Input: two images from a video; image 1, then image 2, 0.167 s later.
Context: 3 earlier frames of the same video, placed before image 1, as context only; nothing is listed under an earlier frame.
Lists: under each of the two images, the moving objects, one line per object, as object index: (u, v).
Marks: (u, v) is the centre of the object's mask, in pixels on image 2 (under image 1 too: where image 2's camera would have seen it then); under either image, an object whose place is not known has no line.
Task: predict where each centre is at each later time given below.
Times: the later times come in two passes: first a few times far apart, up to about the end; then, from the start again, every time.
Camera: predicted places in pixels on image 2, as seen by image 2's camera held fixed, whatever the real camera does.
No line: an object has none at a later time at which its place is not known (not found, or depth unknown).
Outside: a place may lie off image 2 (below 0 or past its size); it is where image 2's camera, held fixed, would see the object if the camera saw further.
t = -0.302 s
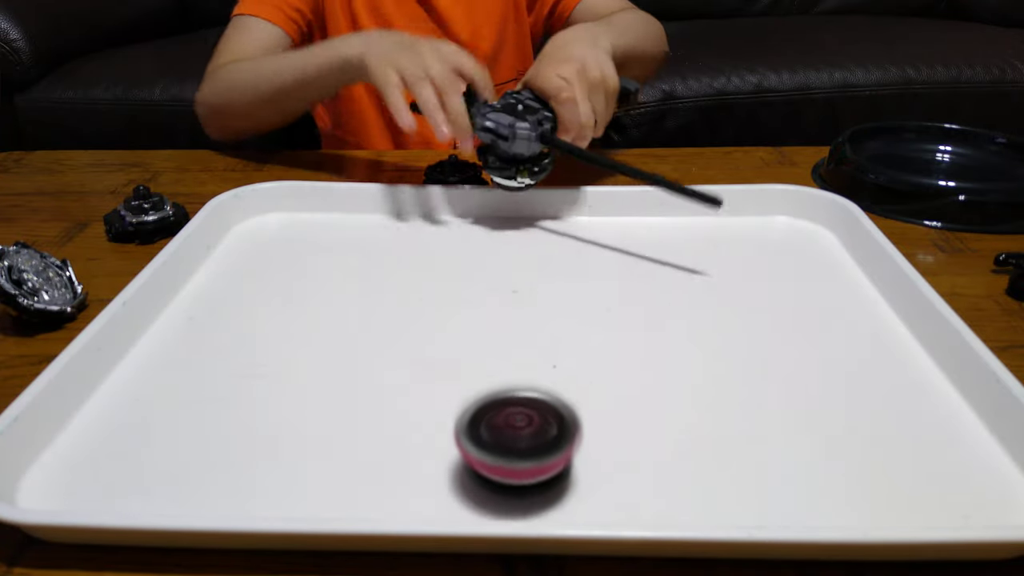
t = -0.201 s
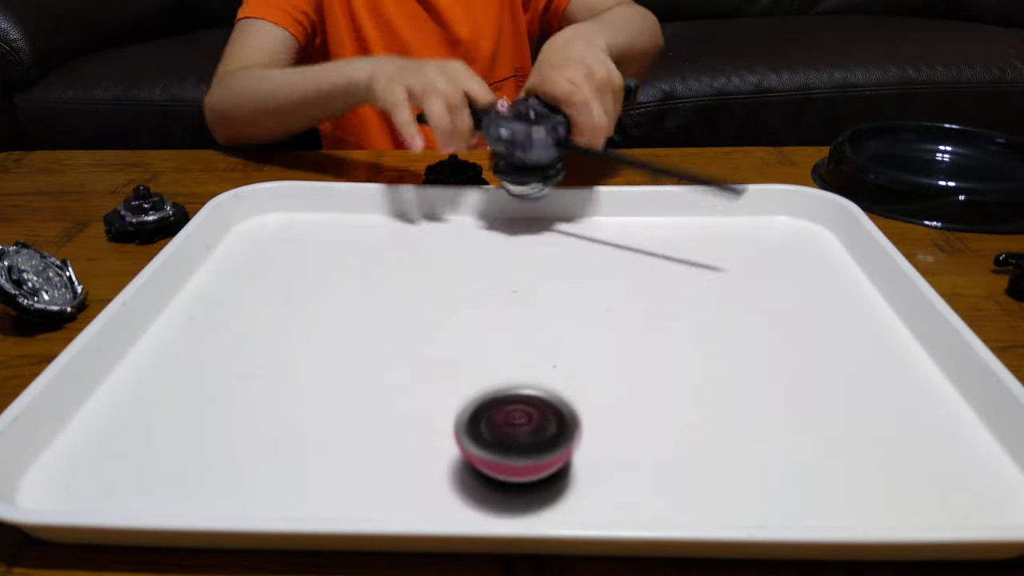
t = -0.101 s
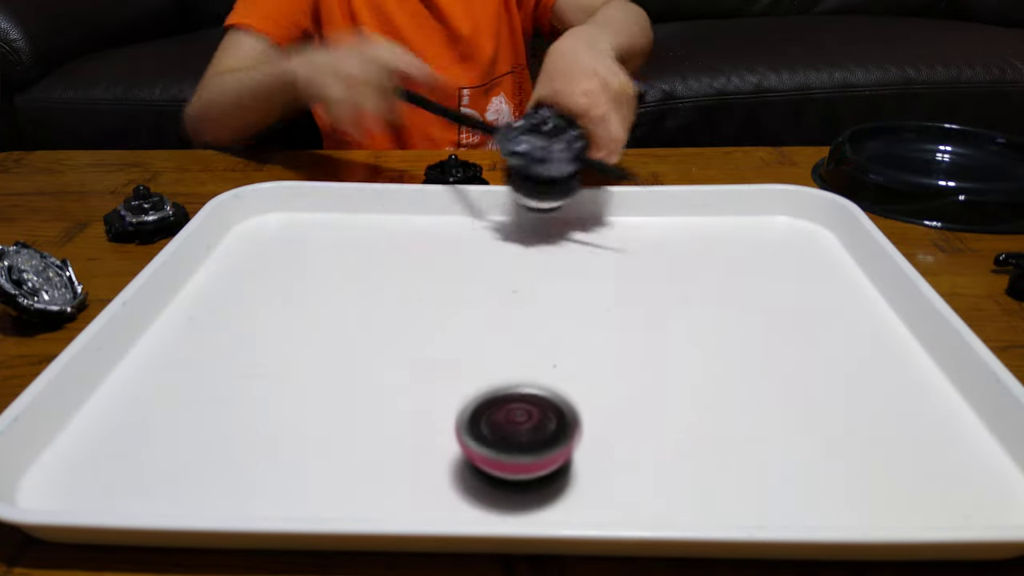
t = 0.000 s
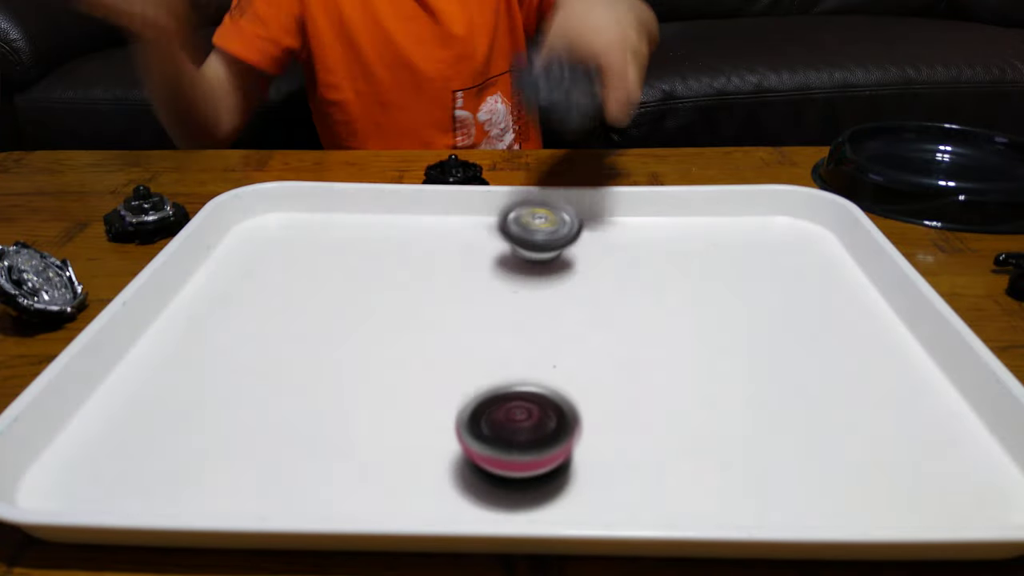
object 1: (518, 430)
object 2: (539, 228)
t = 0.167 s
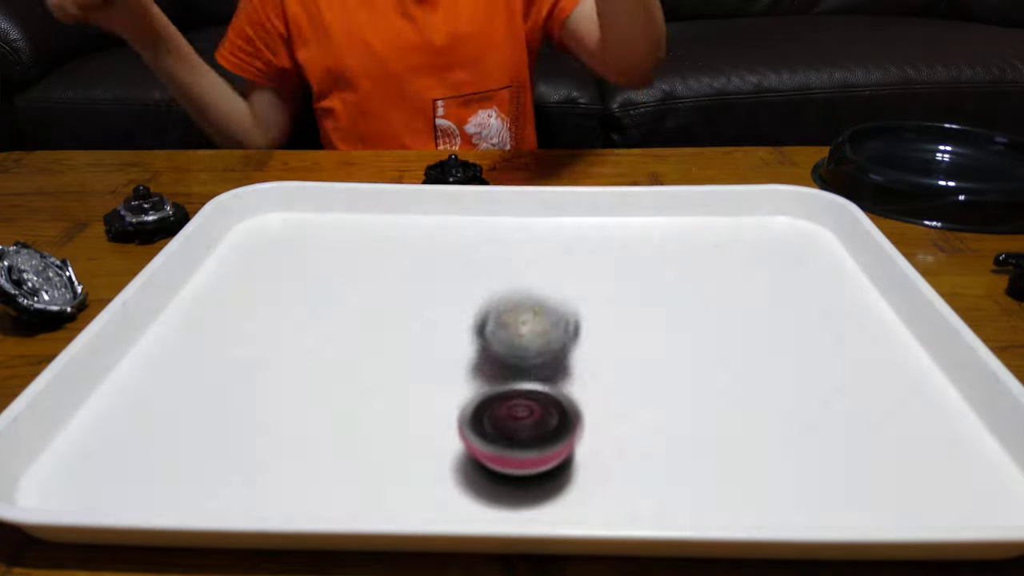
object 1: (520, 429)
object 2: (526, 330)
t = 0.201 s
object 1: (518, 431)
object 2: (525, 349)
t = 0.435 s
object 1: (458, 410)
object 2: (583, 360)
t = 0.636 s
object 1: (375, 449)
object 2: (618, 365)
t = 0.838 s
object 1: (311, 457)
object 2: (639, 374)
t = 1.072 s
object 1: (266, 458)
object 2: (651, 387)
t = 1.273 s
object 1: (238, 458)
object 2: (648, 398)
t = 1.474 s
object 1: (221, 452)
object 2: (634, 405)
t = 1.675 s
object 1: (216, 445)
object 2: (618, 408)
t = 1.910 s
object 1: (215, 439)
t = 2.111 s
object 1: (223, 432)
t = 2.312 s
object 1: (235, 426)
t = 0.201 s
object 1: (518, 431)
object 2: (525, 349)
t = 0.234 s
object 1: (507, 464)
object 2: (532, 355)
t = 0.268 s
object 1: (496, 453)
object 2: (540, 357)
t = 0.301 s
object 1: (488, 441)
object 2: (548, 356)
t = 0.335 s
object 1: (482, 432)
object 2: (558, 358)
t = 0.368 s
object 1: (474, 420)
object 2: (567, 358)
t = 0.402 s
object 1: (466, 413)
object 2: (576, 359)
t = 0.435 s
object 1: (458, 410)
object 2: (583, 360)
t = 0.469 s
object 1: (449, 411)
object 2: (591, 360)
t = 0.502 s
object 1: (437, 416)
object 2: (597, 362)
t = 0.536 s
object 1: (422, 423)
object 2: (603, 362)
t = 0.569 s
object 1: (406, 430)
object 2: (609, 364)
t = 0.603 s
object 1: (390, 440)
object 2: (614, 364)
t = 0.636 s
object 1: (375, 449)
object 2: (618, 365)
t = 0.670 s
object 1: (360, 459)
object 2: (622, 367)
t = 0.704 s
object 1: (347, 463)
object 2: (626, 368)
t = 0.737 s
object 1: (338, 460)
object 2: (630, 369)
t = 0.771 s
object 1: (329, 459)
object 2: (634, 372)
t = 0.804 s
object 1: (319, 458)
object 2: (636, 372)
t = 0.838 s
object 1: (311, 457)
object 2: (639, 374)
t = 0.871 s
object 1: (304, 457)
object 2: (642, 376)
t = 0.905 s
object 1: (296, 457)
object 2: (645, 378)
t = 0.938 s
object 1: (289, 458)
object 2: (647, 380)
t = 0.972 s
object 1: (283, 457)
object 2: (648, 381)
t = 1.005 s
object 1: (278, 457)
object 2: (649, 383)
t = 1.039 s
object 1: (272, 458)
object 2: (651, 386)
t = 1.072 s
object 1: (266, 458)
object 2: (651, 387)
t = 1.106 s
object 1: (261, 458)
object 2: (651, 389)
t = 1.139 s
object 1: (255, 460)
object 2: (651, 391)
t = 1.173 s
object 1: (250, 460)
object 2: (651, 393)
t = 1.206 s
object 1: (245, 460)
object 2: (651, 395)
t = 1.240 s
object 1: (242, 459)
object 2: (649, 396)
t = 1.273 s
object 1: (238, 458)
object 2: (648, 398)
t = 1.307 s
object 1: (235, 457)
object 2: (647, 400)
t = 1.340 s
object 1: (232, 456)
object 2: (645, 401)
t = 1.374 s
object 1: (229, 455)
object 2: (642, 403)
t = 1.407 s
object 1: (226, 454)
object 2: (640, 404)
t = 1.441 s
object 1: (224, 453)
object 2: (637, 405)
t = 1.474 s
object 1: (221, 452)
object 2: (634, 405)
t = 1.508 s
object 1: (219, 451)
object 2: (632, 407)
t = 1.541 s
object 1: (219, 450)
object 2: (628, 407)
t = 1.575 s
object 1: (218, 449)
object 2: (626, 407)
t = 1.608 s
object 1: (217, 447)
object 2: (624, 408)
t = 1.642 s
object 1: (217, 446)
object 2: (621, 408)
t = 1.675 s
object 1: (216, 445)
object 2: (618, 408)
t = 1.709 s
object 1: (214, 444)
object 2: (615, 409)
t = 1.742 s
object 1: (214, 443)
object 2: (611, 409)
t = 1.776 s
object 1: (215, 442)
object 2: (608, 409)
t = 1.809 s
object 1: (214, 442)
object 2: (605, 409)
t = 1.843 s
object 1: (214, 440)
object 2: (602, 409)
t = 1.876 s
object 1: (214, 439)
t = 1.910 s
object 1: (215, 439)
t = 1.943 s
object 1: (217, 436)
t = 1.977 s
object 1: (218, 435)
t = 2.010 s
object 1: (218, 434)
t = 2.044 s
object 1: (220, 433)
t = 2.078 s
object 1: (221, 433)
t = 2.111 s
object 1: (223, 432)
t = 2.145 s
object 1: (224, 431)
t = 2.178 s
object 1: (226, 430)
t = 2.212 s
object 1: (228, 429)
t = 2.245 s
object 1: (230, 428)
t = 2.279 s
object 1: (233, 427)
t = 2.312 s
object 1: (235, 426)
